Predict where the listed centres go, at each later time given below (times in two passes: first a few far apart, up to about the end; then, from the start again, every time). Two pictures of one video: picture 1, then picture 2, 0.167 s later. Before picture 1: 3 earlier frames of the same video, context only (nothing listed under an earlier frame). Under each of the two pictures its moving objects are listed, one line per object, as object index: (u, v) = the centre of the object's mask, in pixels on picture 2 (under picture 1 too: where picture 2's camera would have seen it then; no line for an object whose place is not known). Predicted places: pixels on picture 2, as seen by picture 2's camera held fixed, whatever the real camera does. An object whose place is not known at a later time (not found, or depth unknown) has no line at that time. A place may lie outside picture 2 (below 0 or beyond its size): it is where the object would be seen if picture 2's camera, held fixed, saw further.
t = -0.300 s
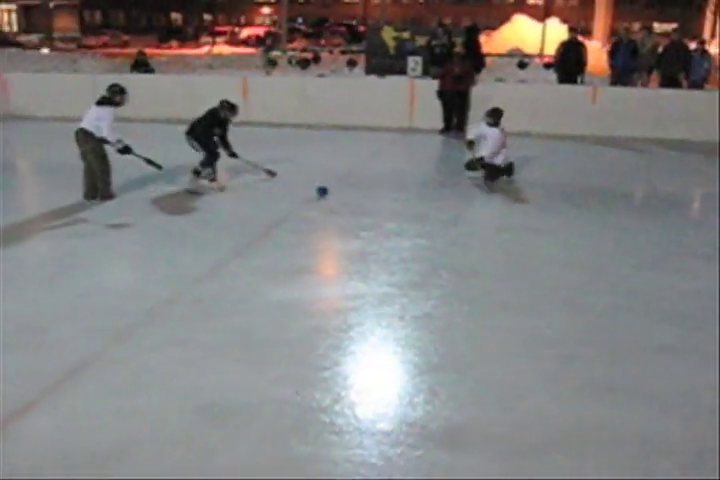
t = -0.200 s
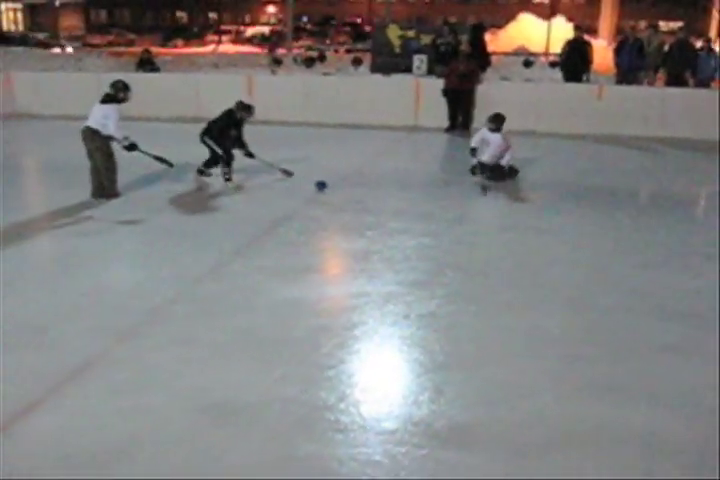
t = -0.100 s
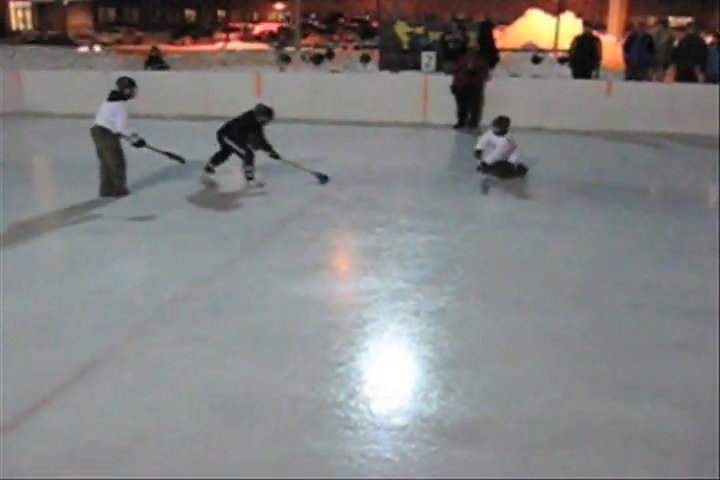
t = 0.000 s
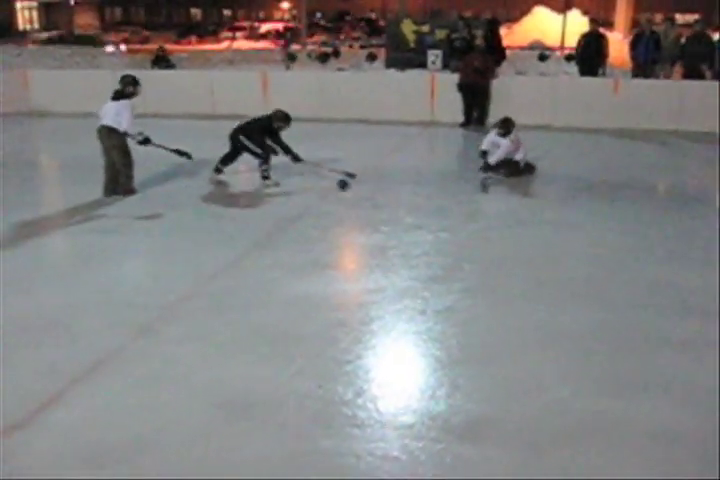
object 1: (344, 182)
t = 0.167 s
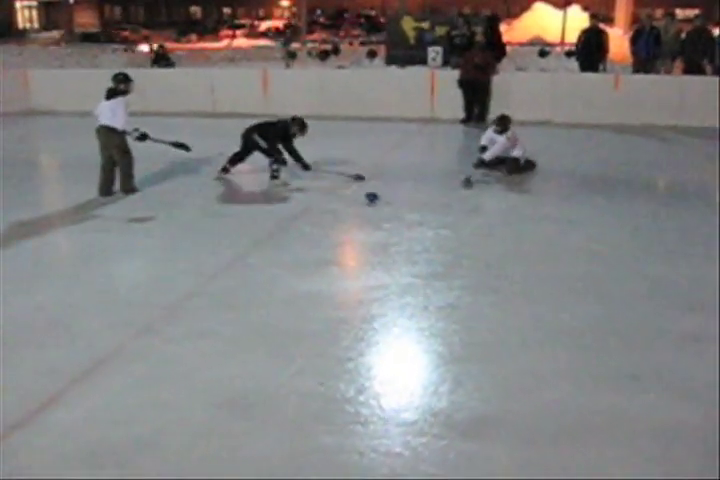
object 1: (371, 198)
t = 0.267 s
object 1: (391, 208)
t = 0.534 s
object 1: (449, 239)
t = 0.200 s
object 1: (378, 201)
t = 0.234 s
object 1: (384, 204)
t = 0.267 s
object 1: (391, 208)
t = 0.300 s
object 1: (397, 211)
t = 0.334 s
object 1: (404, 215)
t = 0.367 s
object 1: (411, 219)
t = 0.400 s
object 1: (418, 222)
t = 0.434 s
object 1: (425, 226)
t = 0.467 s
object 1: (433, 230)
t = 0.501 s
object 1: (441, 235)
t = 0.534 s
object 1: (449, 239)
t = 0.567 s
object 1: (458, 244)
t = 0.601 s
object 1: (466, 249)
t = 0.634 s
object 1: (475, 254)
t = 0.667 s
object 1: (484, 258)
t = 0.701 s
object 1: (493, 264)
